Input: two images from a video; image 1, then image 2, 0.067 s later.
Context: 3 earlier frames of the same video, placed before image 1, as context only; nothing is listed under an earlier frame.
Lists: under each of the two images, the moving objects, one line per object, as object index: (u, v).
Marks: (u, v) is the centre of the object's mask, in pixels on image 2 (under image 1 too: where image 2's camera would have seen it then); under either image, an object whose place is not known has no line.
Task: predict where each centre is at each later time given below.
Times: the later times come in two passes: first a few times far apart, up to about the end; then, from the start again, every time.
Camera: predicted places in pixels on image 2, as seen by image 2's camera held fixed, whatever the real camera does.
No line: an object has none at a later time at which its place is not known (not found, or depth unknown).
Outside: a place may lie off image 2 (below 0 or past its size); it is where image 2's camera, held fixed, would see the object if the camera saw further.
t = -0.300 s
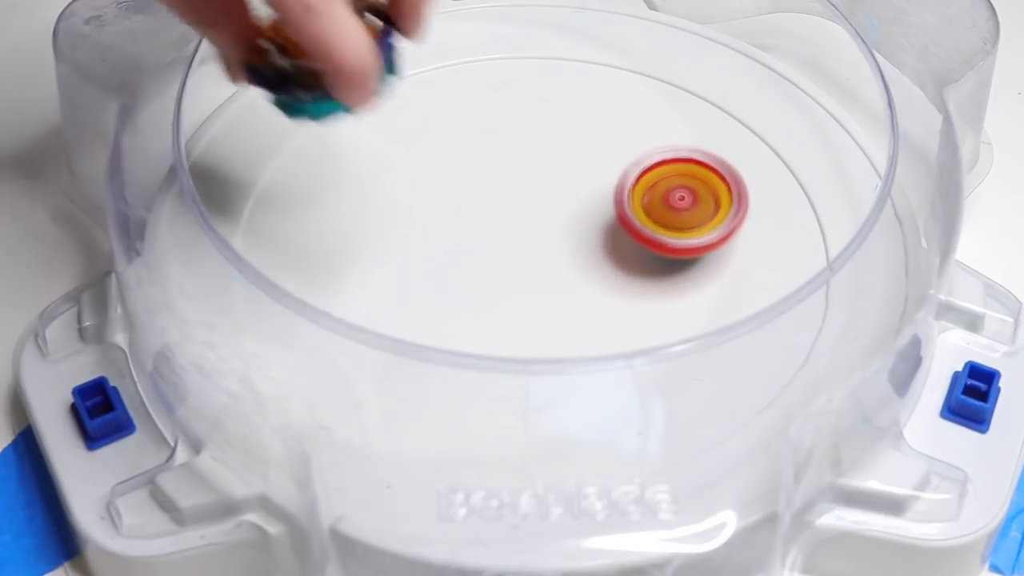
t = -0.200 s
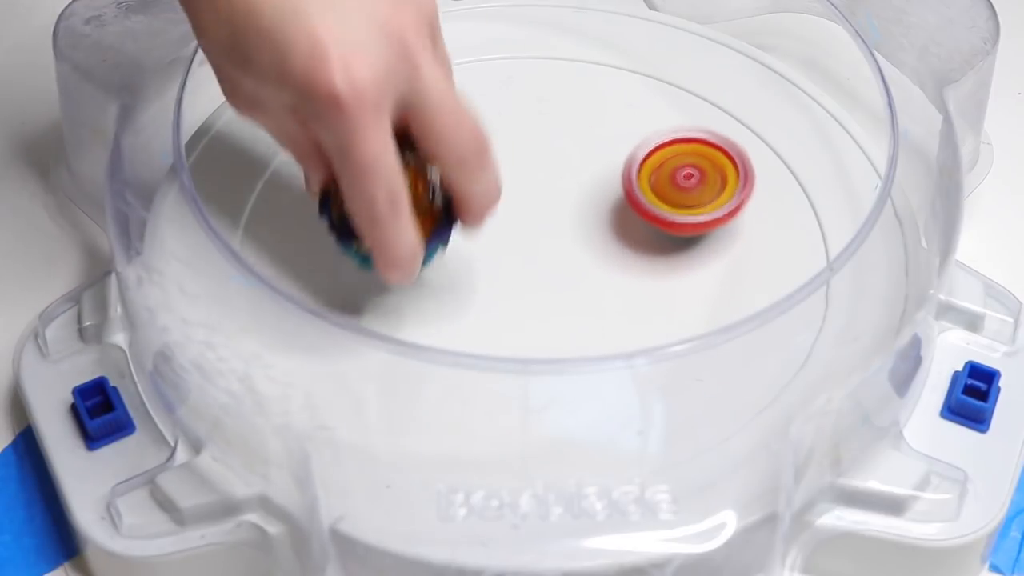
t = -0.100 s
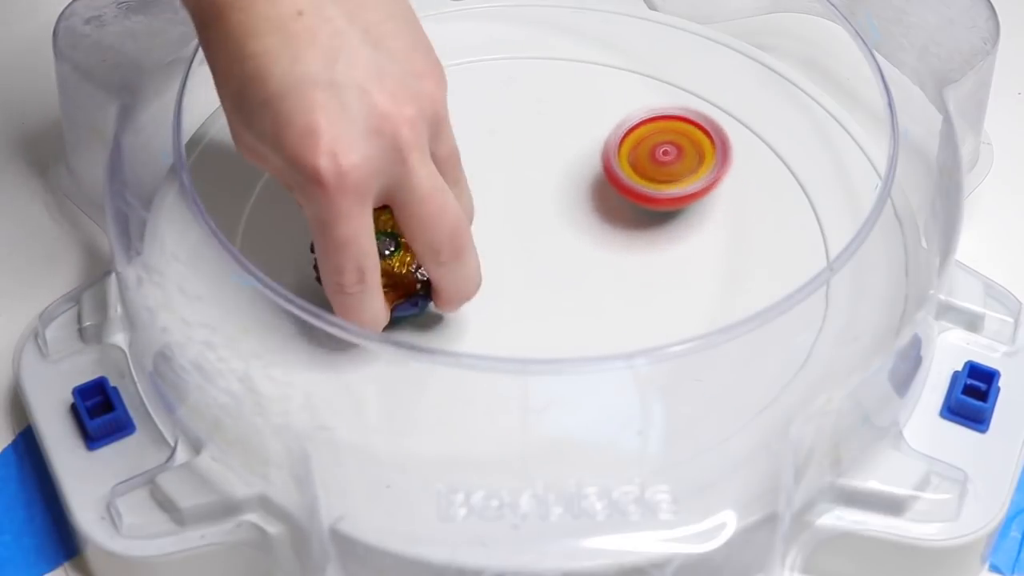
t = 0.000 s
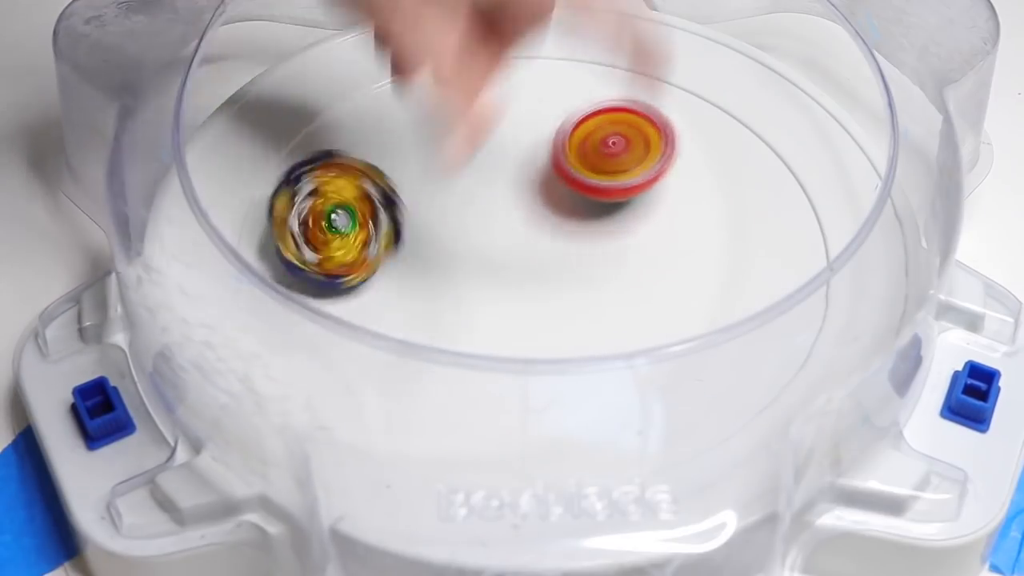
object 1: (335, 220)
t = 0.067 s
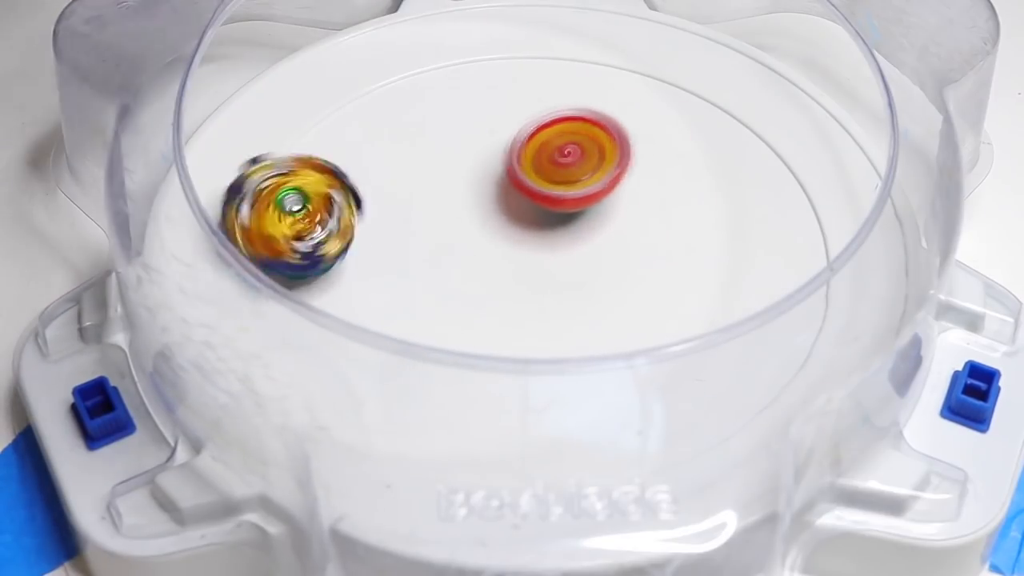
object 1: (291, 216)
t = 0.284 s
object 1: (326, 237)
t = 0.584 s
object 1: (575, 277)
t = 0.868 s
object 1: (645, 220)
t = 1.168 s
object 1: (531, 157)
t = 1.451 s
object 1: (458, 212)
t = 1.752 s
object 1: (451, 277)
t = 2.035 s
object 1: (484, 238)
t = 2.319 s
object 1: (500, 122)
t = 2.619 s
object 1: (532, 159)
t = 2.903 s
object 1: (520, 249)
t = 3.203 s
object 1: (457, 250)
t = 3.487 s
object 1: (455, 253)
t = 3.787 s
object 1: (507, 272)
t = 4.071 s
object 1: (505, 278)
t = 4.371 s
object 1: (530, 274)
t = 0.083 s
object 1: (286, 216)
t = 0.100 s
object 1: (285, 215)
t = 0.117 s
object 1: (283, 217)
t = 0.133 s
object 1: (281, 219)
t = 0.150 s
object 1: (282, 219)
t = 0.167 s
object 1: (283, 220)
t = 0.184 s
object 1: (285, 222)
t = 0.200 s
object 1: (290, 225)
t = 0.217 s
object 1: (294, 228)
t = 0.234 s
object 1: (300, 229)
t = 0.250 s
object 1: (308, 232)
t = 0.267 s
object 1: (316, 234)
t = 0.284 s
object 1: (326, 237)
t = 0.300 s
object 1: (336, 240)
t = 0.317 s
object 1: (348, 243)
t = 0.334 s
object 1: (360, 247)
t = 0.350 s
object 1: (373, 250)
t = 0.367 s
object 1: (386, 253)
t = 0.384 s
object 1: (400, 256)
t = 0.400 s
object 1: (414, 259)
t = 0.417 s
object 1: (429, 261)
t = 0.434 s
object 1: (443, 262)
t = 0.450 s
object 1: (458, 265)
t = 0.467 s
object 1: (473, 268)
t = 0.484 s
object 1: (488, 269)
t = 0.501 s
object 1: (504, 271)
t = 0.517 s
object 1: (520, 272)
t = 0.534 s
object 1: (535, 273)
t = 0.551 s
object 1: (548, 274)
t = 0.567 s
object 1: (561, 275)
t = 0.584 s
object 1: (575, 277)
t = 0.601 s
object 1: (586, 277)
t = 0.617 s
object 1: (595, 278)
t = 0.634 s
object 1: (608, 274)
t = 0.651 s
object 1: (620, 272)
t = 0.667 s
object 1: (628, 266)
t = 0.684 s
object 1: (634, 260)
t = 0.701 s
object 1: (638, 254)
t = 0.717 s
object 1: (643, 248)
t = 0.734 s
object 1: (647, 244)
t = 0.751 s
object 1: (649, 240)
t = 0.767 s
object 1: (651, 236)
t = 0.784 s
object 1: (653, 231)
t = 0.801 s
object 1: (652, 229)
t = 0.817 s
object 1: (651, 226)
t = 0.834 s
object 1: (650, 224)
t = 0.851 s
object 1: (649, 221)
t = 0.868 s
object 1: (645, 220)
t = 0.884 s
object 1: (642, 218)
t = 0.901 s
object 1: (638, 213)
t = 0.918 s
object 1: (633, 206)
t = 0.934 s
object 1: (628, 197)
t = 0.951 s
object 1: (622, 192)
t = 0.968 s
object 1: (613, 187)
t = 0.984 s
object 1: (606, 181)
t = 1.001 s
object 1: (599, 178)
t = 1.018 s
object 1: (590, 172)
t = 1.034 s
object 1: (582, 168)
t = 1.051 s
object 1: (576, 163)
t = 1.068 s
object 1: (571, 160)
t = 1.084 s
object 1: (563, 158)
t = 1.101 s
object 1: (557, 157)
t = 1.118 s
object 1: (550, 158)
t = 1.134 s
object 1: (543, 156)
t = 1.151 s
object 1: (537, 156)
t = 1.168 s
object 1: (531, 157)
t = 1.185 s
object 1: (528, 157)
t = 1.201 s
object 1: (525, 157)
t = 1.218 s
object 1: (520, 159)
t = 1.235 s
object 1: (515, 161)
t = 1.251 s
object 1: (510, 162)
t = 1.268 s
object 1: (503, 165)
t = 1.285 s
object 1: (497, 167)
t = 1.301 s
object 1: (492, 171)
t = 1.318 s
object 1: (488, 175)
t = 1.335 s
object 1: (483, 180)
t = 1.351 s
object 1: (479, 184)
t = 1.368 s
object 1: (475, 188)
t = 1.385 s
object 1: (471, 192)
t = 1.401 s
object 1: (468, 197)
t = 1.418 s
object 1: (464, 202)
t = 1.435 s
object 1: (461, 207)
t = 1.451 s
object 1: (458, 212)
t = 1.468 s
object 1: (456, 217)
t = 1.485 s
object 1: (453, 223)
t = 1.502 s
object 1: (451, 229)
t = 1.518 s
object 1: (449, 233)
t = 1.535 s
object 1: (447, 238)
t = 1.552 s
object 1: (447, 243)
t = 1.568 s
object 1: (445, 249)
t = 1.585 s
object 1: (443, 252)
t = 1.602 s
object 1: (442, 256)
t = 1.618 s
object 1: (442, 260)
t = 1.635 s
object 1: (441, 264)
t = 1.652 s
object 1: (441, 268)
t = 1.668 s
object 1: (443, 273)
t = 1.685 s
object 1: (446, 275)
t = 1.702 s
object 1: (448, 275)
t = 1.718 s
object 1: (449, 277)
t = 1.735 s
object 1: (449, 277)
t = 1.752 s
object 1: (451, 277)
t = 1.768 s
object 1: (452, 275)
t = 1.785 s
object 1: (454, 275)
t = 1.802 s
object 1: (454, 274)
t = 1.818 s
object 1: (456, 272)
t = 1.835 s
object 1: (458, 272)
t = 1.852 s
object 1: (459, 270)
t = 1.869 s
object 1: (461, 268)
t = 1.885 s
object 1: (462, 266)
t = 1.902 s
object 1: (464, 264)
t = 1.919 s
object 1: (467, 261)
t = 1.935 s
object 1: (469, 257)
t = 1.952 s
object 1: (472, 254)
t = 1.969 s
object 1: (474, 250)
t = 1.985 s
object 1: (477, 248)
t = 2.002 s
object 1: (480, 243)
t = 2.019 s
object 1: (481, 242)
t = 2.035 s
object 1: (484, 238)
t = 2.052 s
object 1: (486, 234)
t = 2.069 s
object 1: (489, 230)
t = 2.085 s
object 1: (492, 227)
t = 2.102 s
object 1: (493, 224)
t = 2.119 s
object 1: (493, 215)
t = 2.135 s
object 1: (491, 205)
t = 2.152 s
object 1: (490, 192)
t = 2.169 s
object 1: (488, 183)
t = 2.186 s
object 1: (487, 172)
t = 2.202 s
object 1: (489, 163)
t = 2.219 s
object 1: (490, 156)
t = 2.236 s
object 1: (491, 148)
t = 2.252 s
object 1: (491, 142)
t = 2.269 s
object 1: (493, 135)
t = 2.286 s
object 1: (495, 131)
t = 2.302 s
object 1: (498, 126)
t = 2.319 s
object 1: (500, 122)
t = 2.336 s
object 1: (503, 118)
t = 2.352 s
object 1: (507, 115)
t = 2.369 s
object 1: (510, 113)
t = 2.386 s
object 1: (512, 112)
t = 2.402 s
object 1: (514, 112)
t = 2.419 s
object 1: (516, 112)
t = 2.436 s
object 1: (519, 111)
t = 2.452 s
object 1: (521, 113)
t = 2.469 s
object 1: (522, 115)
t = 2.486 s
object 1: (524, 118)
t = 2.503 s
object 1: (526, 121)
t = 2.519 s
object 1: (529, 126)
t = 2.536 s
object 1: (529, 131)
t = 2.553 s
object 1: (530, 136)
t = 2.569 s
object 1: (531, 142)
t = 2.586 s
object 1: (531, 148)
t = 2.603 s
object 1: (532, 153)
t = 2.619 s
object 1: (532, 159)
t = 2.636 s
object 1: (533, 165)
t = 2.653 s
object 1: (535, 172)
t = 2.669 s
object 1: (536, 179)
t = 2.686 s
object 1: (538, 187)
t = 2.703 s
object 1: (539, 194)
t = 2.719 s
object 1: (541, 202)
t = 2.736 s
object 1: (543, 210)
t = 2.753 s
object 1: (543, 219)
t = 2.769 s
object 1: (543, 226)
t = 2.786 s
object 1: (542, 234)
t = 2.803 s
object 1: (541, 242)
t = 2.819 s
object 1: (540, 247)
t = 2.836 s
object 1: (538, 248)
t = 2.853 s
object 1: (536, 247)
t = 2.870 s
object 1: (533, 246)
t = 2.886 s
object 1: (527, 248)
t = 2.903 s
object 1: (520, 249)
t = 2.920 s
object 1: (512, 251)
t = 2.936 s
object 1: (506, 254)
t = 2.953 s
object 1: (502, 257)
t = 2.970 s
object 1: (498, 258)
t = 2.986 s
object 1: (494, 259)
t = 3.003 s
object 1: (491, 260)
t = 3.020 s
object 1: (487, 260)
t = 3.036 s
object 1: (484, 261)
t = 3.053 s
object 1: (481, 260)
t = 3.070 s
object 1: (477, 260)
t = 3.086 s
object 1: (474, 260)
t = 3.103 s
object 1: (470, 259)
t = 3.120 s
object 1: (468, 257)
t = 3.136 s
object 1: (465, 255)
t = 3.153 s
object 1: (462, 253)
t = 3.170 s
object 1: (460, 252)
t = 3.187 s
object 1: (459, 251)
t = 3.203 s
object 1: (457, 250)
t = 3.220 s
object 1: (455, 248)
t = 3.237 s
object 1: (454, 247)
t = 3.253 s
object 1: (454, 246)
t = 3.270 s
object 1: (453, 246)
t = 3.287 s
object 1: (453, 246)
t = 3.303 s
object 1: (453, 246)
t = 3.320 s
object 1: (452, 247)
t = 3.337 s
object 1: (453, 247)
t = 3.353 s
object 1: (453, 247)
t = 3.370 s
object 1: (452, 248)
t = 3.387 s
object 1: (452, 248)
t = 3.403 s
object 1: (451, 249)
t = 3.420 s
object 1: (452, 250)
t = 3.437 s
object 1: (453, 250)
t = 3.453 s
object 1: (454, 250)
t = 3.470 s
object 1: (454, 252)
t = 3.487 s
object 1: (455, 253)
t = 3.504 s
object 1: (456, 254)
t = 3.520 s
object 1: (458, 255)
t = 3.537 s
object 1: (460, 256)
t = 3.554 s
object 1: (462, 257)
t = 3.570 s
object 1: (466, 259)
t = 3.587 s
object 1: (469, 260)
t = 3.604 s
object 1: (472, 261)
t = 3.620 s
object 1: (476, 263)
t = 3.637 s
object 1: (479, 264)
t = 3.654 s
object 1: (482, 265)
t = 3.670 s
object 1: (485, 267)
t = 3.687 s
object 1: (488, 268)
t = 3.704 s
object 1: (491, 269)
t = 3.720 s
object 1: (494, 269)
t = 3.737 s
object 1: (498, 271)
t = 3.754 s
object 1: (501, 271)
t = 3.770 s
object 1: (505, 272)
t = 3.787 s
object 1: (507, 272)
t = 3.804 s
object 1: (509, 273)
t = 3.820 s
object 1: (510, 273)
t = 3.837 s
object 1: (511, 273)
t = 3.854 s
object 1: (512, 274)
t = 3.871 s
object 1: (512, 274)
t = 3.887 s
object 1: (512, 274)
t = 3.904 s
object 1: (512, 275)
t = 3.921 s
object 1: (512, 276)
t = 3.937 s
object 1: (511, 275)
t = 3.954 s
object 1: (510, 275)
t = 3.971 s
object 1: (509, 275)
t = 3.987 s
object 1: (508, 275)
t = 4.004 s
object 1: (507, 276)
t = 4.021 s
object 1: (506, 277)
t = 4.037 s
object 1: (505, 279)
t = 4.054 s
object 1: (505, 278)
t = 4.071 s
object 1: (505, 278)
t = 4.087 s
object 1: (505, 277)
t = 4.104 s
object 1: (505, 277)
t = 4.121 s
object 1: (506, 276)
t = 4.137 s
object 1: (508, 275)
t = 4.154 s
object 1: (509, 276)
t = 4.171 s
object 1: (511, 275)
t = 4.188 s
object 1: (513, 274)
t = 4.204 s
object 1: (515, 274)
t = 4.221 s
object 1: (516, 274)
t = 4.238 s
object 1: (519, 273)
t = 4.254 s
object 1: (521, 273)
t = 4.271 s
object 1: (522, 273)
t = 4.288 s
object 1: (523, 273)
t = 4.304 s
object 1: (525, 273)
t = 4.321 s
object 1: (526, 274)
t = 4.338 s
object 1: (527, 274)
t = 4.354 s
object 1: (529, 274)
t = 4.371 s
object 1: (530, 274)
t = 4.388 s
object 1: (531, 274)
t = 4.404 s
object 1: (531, 275)
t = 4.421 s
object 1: (531, 275)
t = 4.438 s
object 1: (531, 275)
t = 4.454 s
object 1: (531, 274)
